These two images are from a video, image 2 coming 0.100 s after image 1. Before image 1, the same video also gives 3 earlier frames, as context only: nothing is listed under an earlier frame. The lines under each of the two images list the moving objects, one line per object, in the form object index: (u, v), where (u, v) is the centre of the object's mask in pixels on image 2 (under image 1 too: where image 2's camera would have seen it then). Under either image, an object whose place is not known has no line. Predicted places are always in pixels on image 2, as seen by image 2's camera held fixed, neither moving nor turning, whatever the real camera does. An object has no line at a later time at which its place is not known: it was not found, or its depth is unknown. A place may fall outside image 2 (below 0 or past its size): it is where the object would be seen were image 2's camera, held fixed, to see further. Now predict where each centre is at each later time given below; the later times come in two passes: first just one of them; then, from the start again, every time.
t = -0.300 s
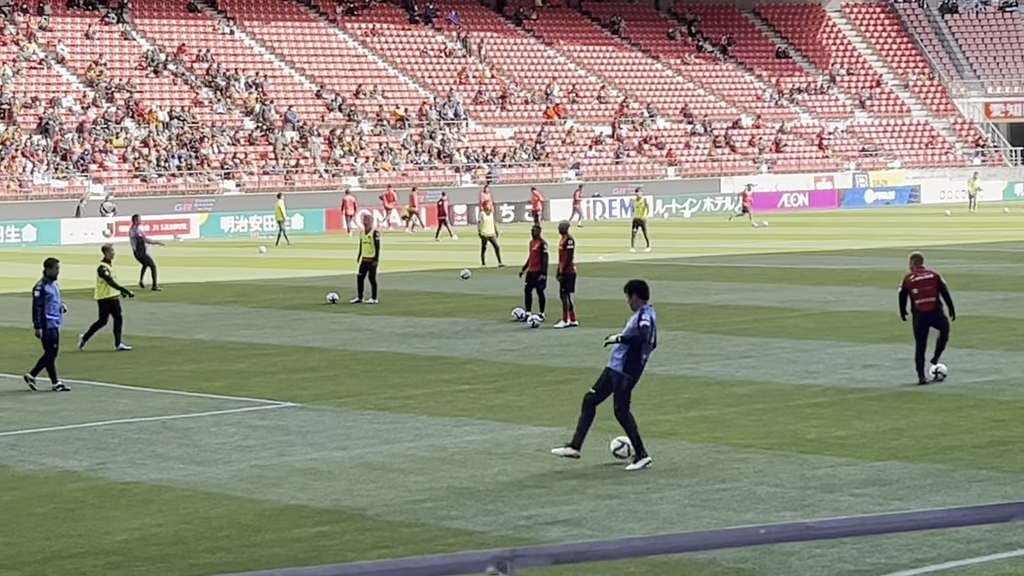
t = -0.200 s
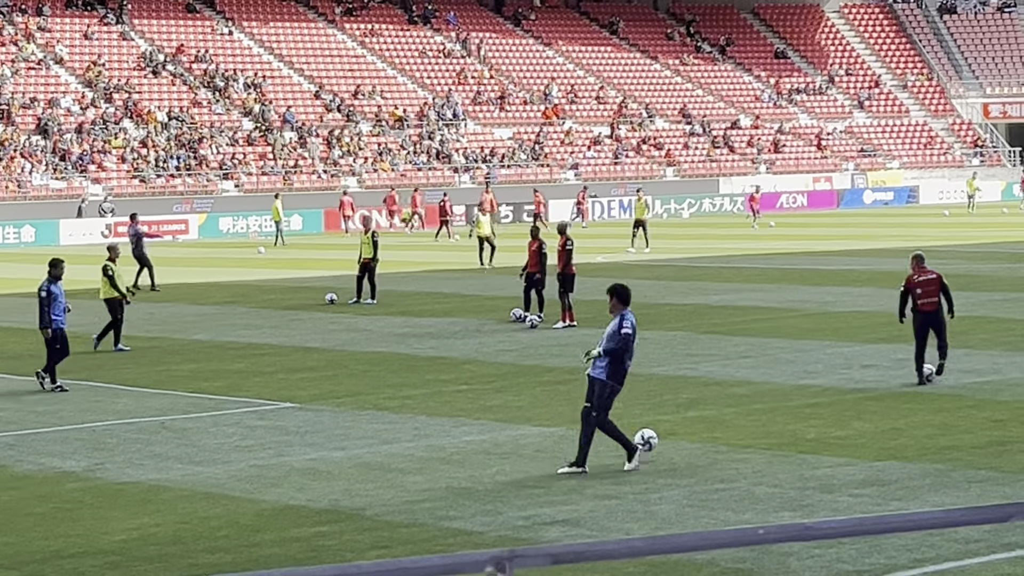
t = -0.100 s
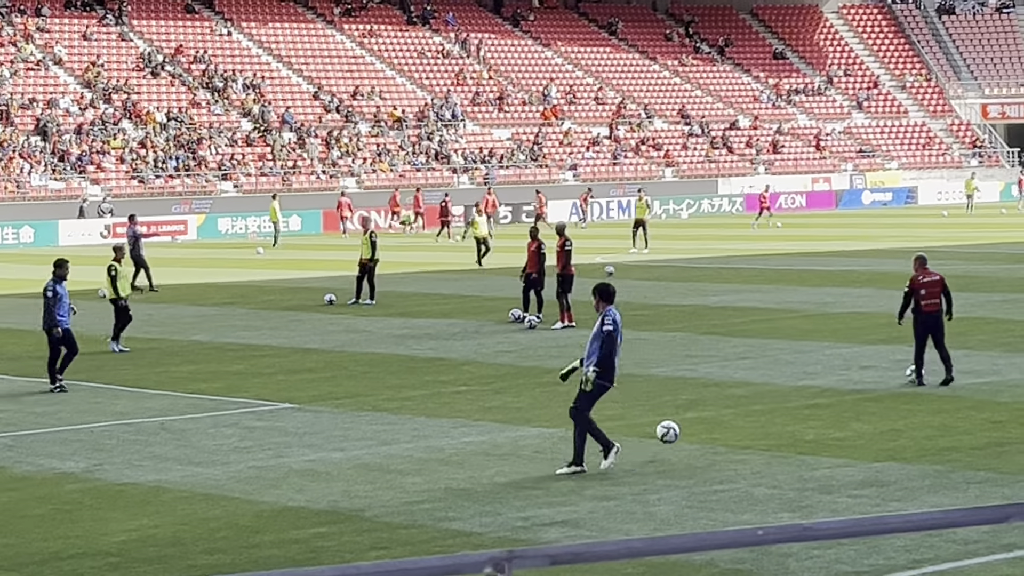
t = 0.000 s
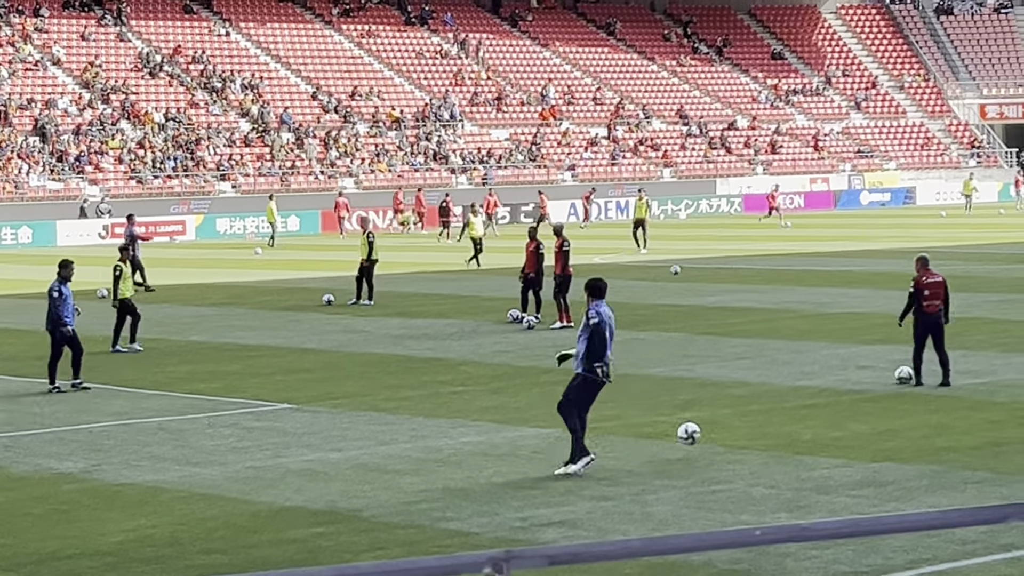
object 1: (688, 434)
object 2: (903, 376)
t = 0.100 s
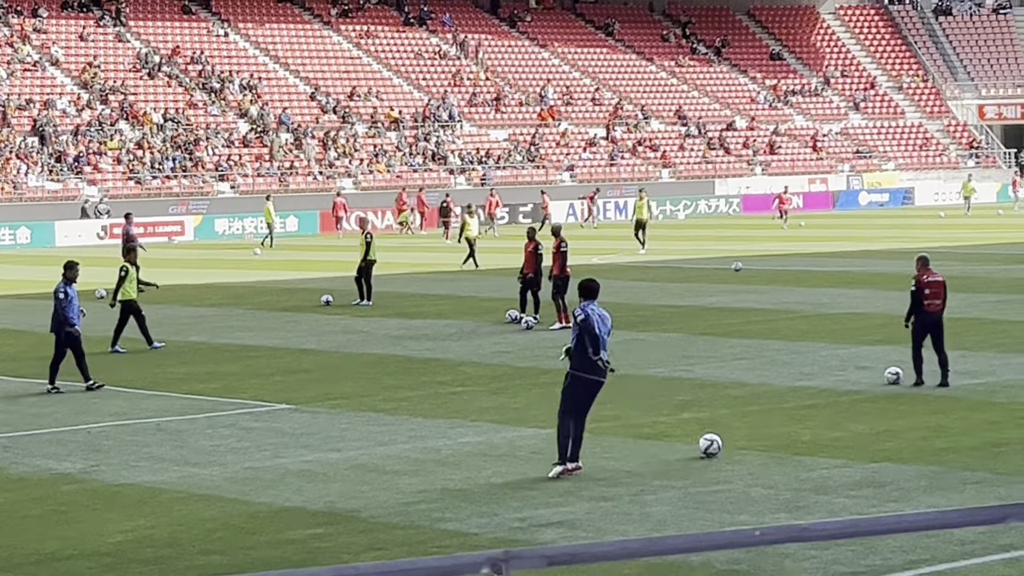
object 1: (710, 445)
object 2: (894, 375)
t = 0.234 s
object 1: (730, 438)
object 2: (882, 376)
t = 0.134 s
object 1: (716, 445)
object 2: (890, 375)
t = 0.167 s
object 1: (720, 441)
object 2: (888, 375)
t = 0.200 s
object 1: (725, 439)
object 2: (884, 376)
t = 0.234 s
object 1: (730, 438)
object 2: (882, 376)
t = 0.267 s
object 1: (735, 437)
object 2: (880, 376)
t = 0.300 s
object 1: (740, 439)
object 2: (877, 376)
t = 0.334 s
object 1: (744, 440)
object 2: (874, 376)
